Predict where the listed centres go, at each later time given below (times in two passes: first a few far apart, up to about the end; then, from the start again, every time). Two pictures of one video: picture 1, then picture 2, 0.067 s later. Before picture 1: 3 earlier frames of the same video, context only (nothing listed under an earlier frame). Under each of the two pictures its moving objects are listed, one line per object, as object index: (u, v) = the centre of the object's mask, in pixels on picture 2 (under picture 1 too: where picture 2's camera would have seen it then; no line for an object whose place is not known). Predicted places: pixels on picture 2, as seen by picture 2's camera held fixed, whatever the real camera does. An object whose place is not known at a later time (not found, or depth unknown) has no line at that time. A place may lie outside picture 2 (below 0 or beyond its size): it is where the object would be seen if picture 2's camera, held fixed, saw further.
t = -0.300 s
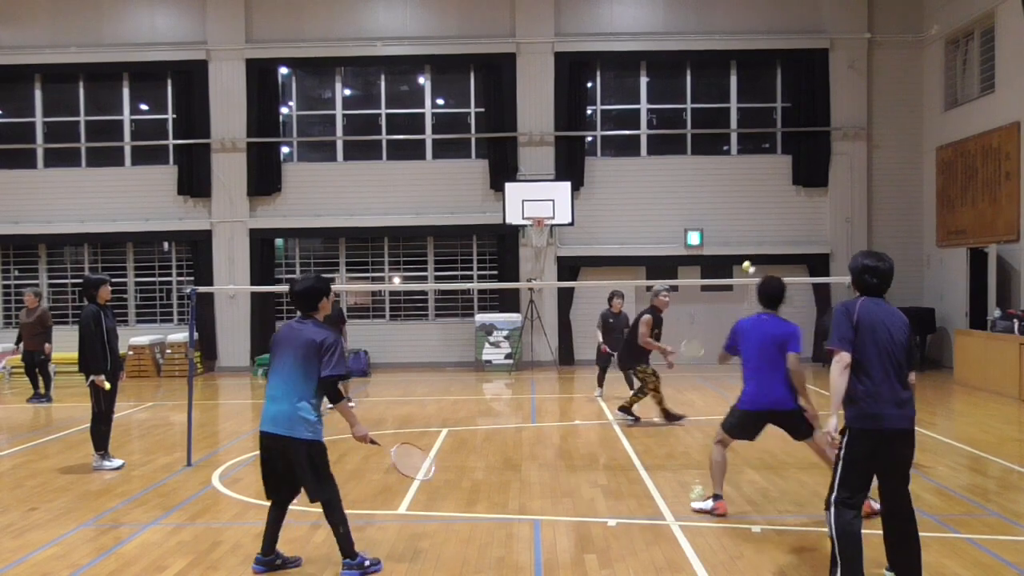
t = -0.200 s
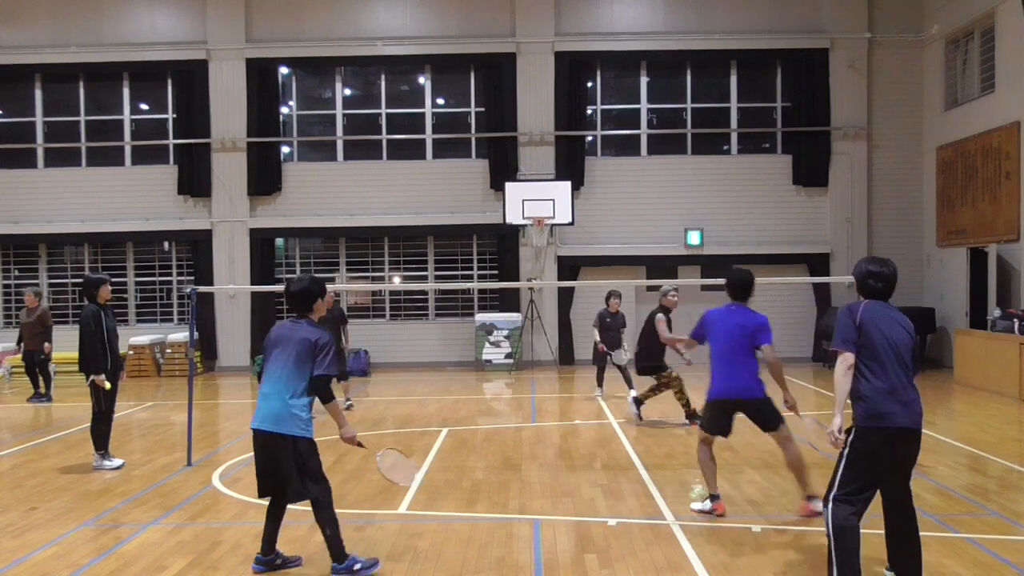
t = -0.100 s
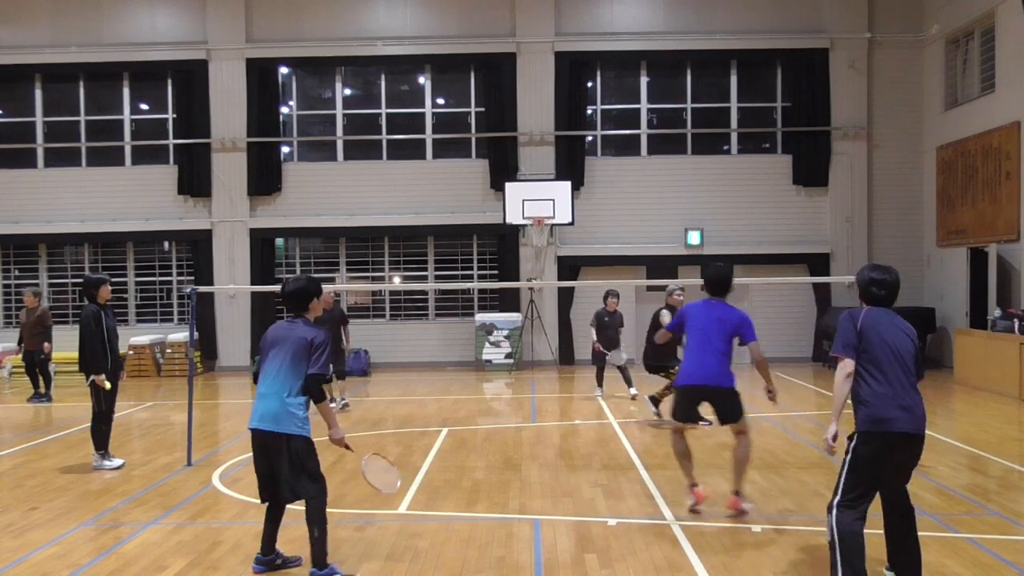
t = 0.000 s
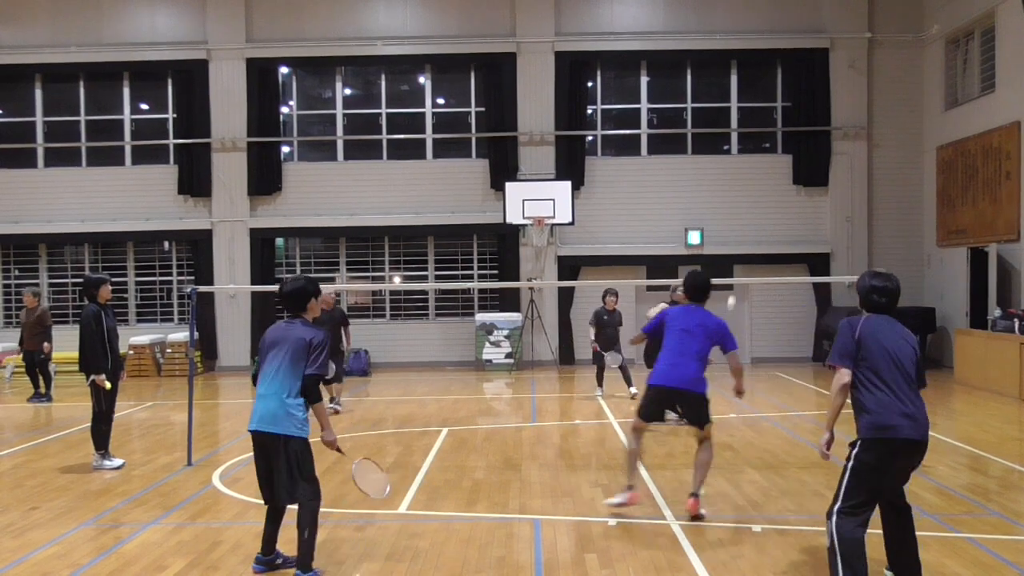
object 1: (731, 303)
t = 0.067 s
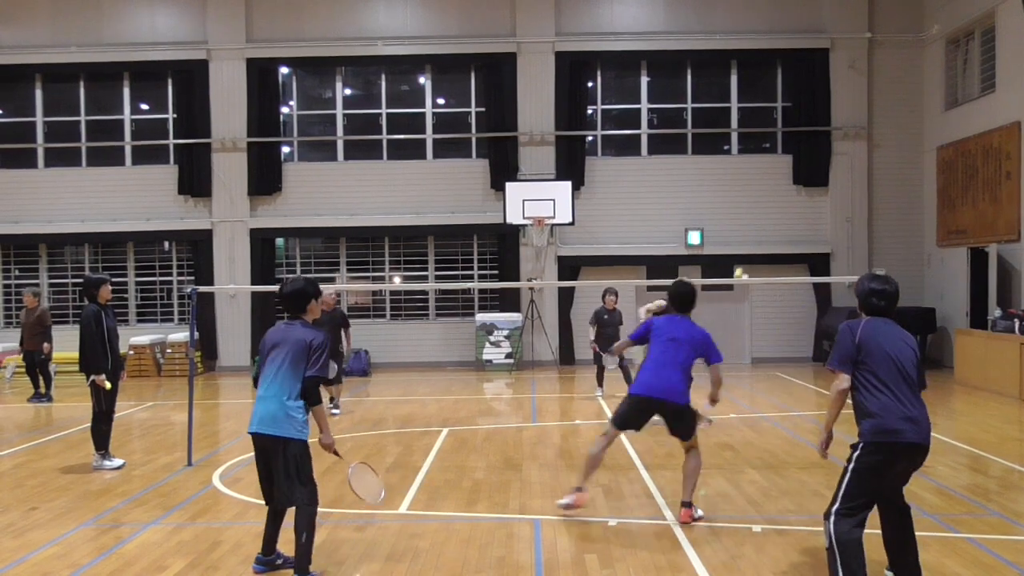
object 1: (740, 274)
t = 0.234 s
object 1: (762, 231)
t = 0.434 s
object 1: (788, 220)
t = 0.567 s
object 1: (805, 241)
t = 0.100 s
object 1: (744, 264)
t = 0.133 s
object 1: (748, 254)
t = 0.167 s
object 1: (752, 244)
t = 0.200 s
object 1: (757, 237)
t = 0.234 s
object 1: (762, 231)
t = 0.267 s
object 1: (767, 226)
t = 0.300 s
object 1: (771, 222)
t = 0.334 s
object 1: (774, 220)
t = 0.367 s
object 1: (778, 218)
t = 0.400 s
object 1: (784, 219)
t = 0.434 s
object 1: (788, 220)
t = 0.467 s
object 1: (793, 223)
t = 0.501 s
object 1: (797, 228)
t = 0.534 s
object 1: (802, 234)
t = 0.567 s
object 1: (805, 241)
